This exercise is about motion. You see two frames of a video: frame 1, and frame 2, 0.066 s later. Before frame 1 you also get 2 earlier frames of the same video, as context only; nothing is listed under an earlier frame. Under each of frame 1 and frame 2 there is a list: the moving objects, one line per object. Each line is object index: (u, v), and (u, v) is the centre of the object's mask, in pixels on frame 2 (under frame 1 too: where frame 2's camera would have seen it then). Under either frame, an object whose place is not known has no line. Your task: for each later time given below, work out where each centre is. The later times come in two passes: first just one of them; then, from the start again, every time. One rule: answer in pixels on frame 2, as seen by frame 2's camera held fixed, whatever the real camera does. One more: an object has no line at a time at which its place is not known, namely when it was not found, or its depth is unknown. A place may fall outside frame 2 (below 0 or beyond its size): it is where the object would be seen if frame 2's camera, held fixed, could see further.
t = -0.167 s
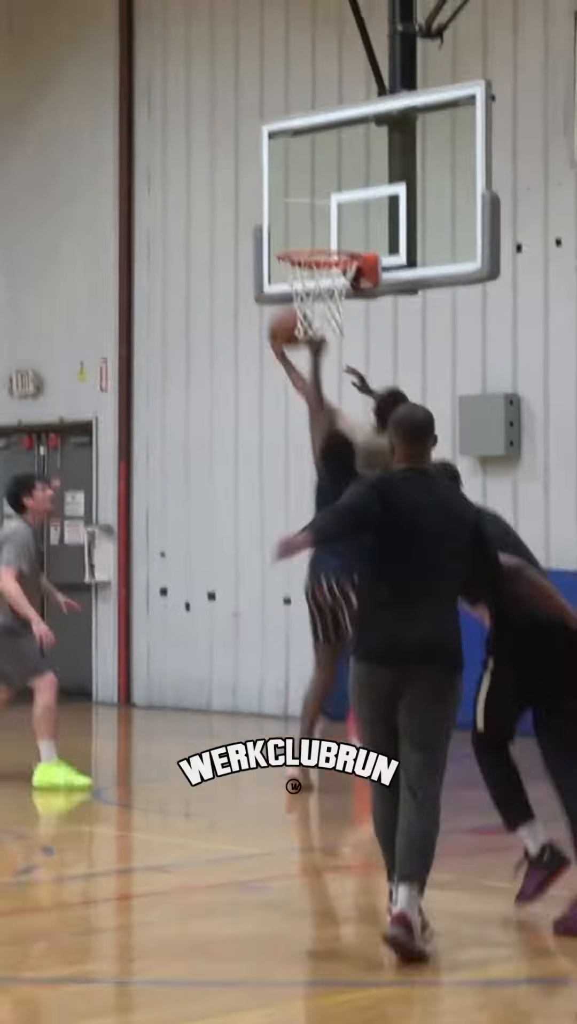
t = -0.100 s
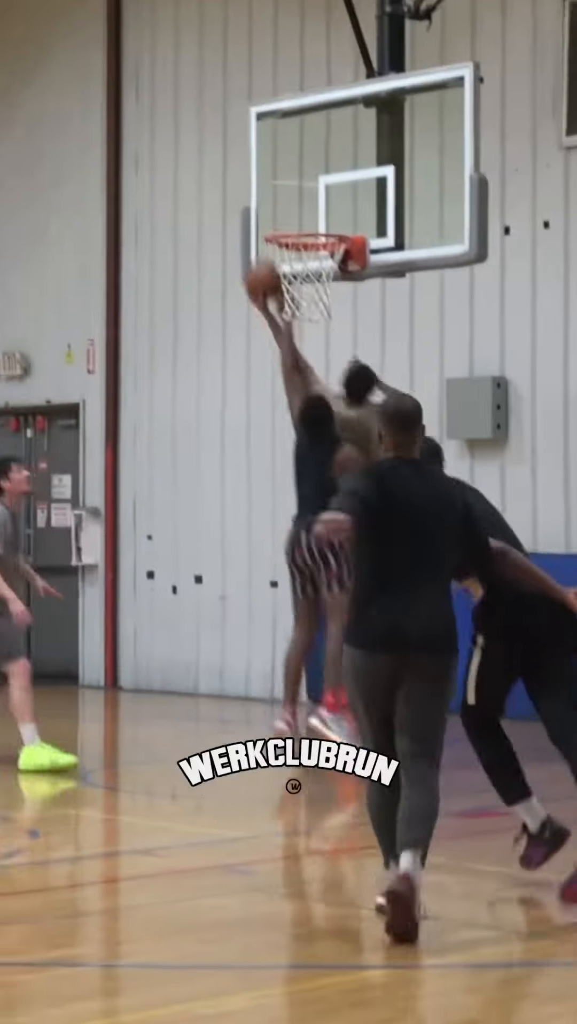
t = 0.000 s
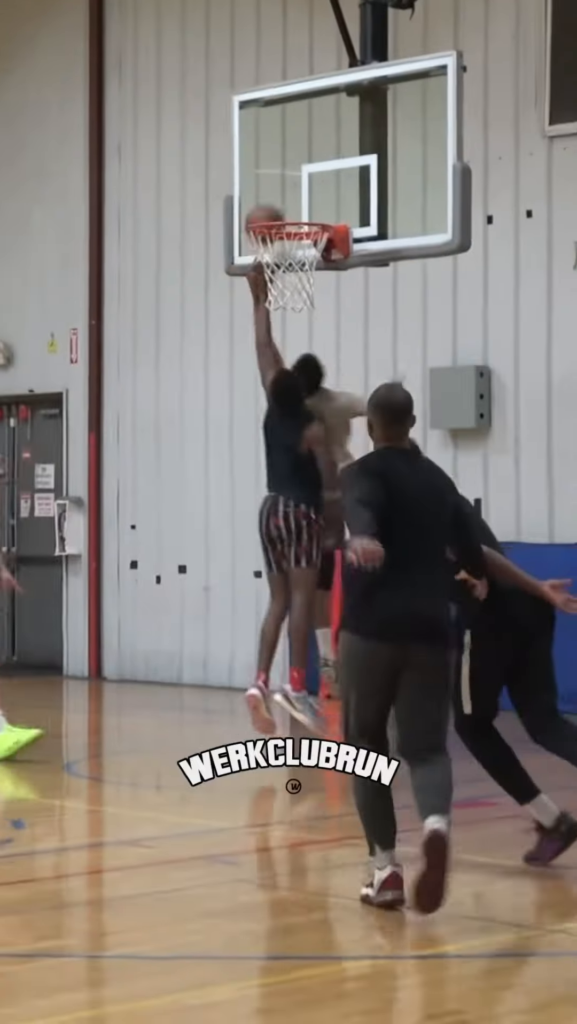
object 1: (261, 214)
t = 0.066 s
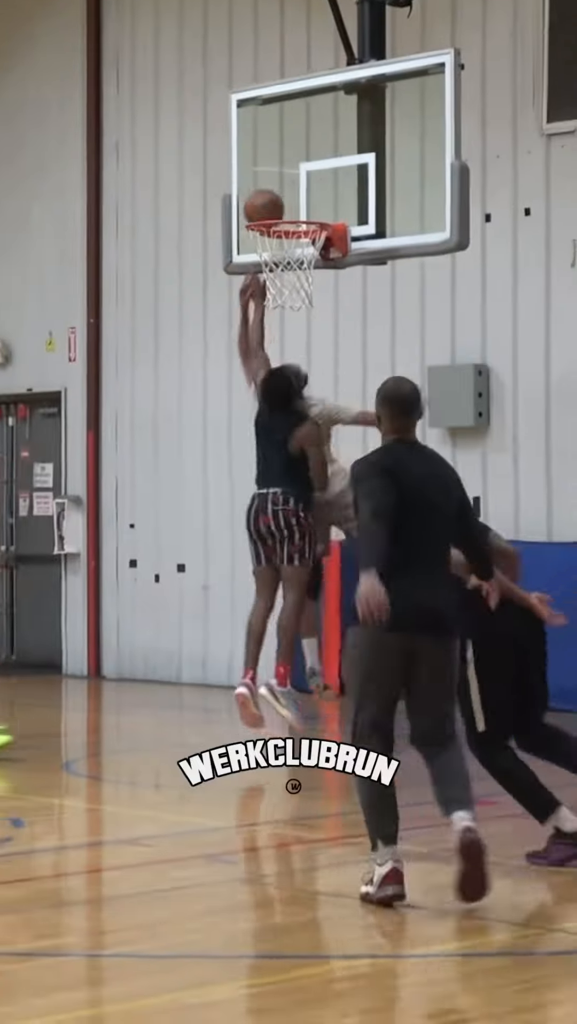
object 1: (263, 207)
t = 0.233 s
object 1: (231, 225)
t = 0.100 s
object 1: (257, 206)
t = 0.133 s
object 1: (251, 208)
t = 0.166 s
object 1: (244, 211)
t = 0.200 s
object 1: (237, 217)
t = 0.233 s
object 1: (231, 225)
